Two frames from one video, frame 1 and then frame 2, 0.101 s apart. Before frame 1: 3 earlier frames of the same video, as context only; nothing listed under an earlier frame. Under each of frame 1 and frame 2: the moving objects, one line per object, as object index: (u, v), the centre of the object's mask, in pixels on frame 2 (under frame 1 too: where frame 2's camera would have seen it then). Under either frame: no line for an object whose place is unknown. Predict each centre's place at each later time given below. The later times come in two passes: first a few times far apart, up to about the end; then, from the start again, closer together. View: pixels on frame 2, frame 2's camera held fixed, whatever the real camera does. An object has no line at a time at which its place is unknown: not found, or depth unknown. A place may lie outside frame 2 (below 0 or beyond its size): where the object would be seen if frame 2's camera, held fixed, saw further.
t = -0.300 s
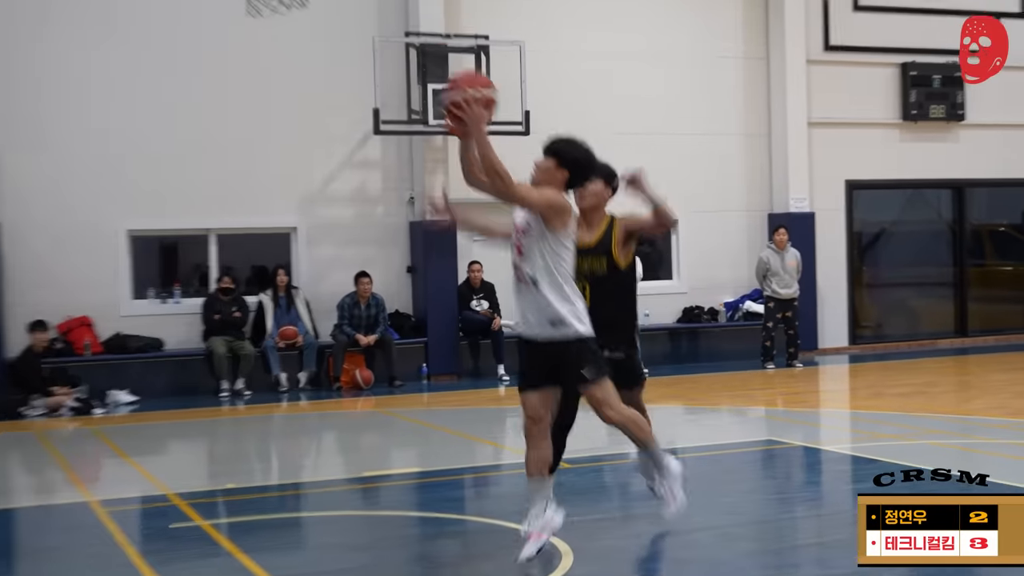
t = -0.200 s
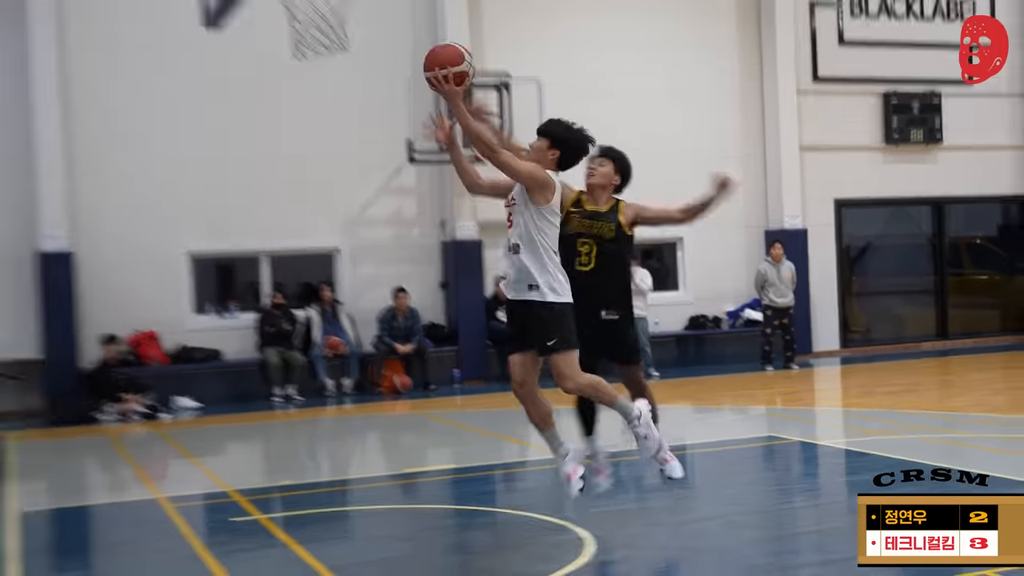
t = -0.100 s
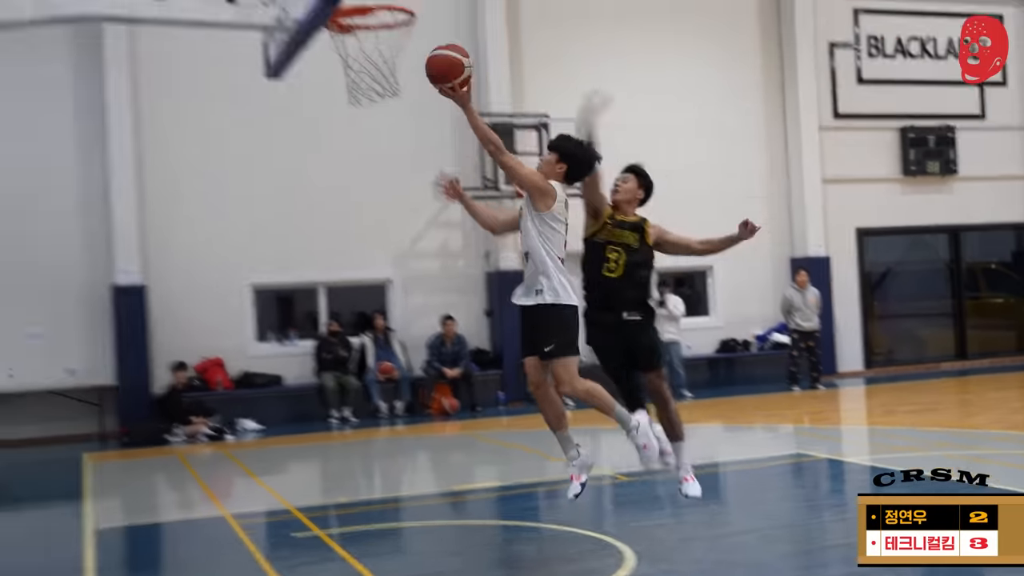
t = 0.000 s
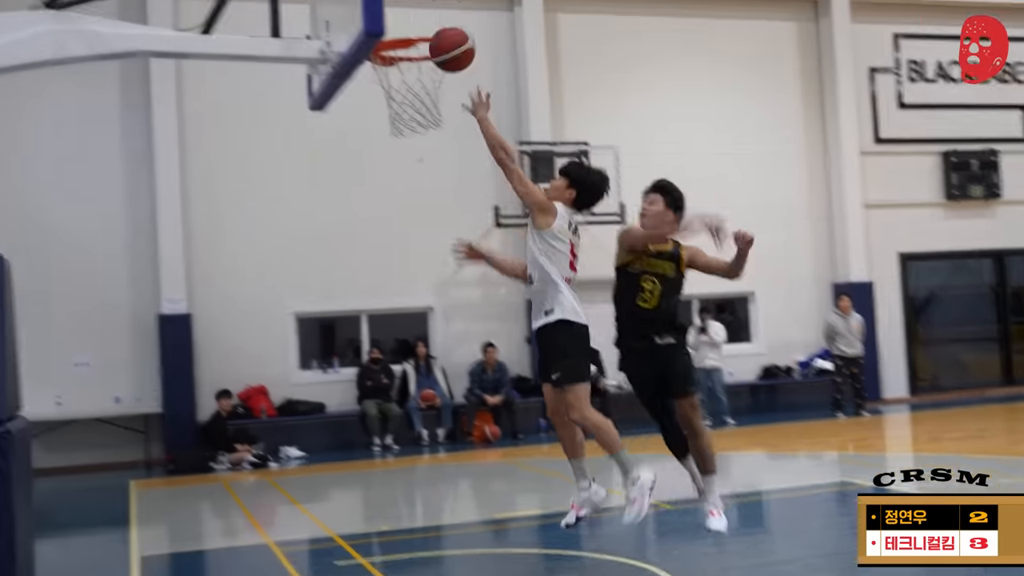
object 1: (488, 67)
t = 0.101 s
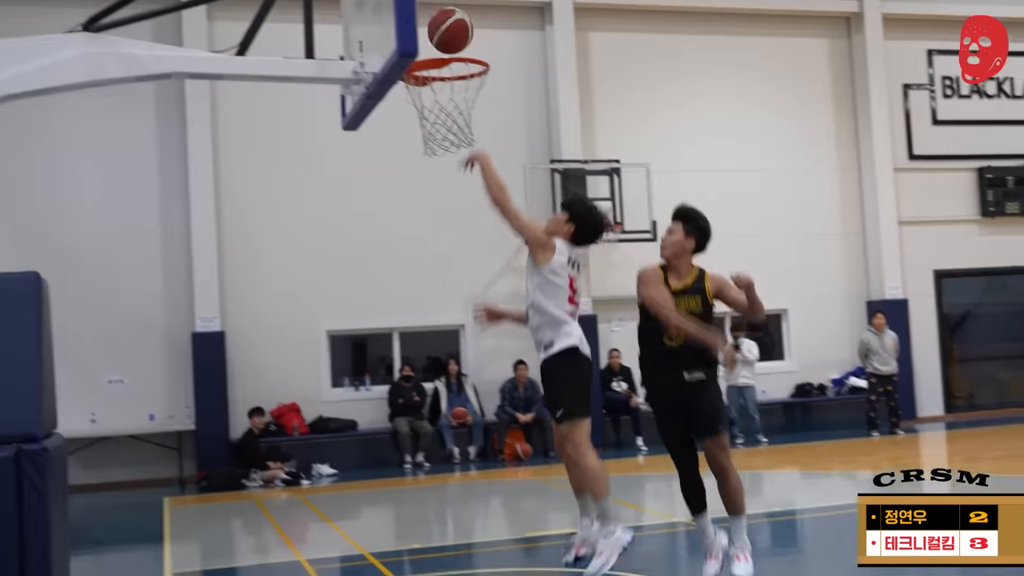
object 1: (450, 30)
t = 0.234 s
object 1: (421, 10)
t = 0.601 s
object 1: (460, 86)
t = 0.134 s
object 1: (438, 23)
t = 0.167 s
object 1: (431, 17)
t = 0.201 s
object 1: (425, 12)
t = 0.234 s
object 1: (421, 10)
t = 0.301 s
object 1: (423, 8)
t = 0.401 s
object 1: (433, 16)
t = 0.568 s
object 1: (457, 75)
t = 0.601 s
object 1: (460, 86)
